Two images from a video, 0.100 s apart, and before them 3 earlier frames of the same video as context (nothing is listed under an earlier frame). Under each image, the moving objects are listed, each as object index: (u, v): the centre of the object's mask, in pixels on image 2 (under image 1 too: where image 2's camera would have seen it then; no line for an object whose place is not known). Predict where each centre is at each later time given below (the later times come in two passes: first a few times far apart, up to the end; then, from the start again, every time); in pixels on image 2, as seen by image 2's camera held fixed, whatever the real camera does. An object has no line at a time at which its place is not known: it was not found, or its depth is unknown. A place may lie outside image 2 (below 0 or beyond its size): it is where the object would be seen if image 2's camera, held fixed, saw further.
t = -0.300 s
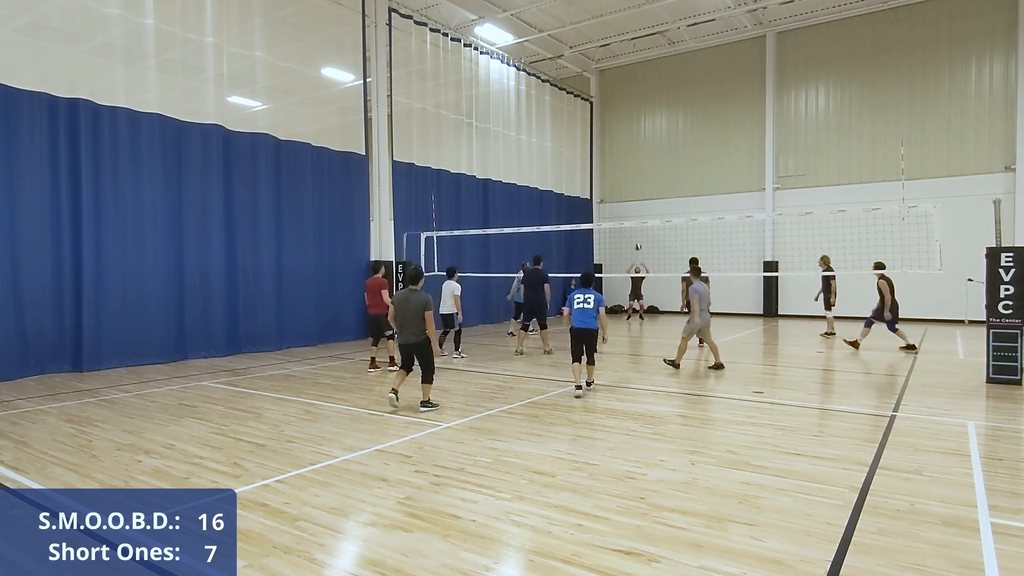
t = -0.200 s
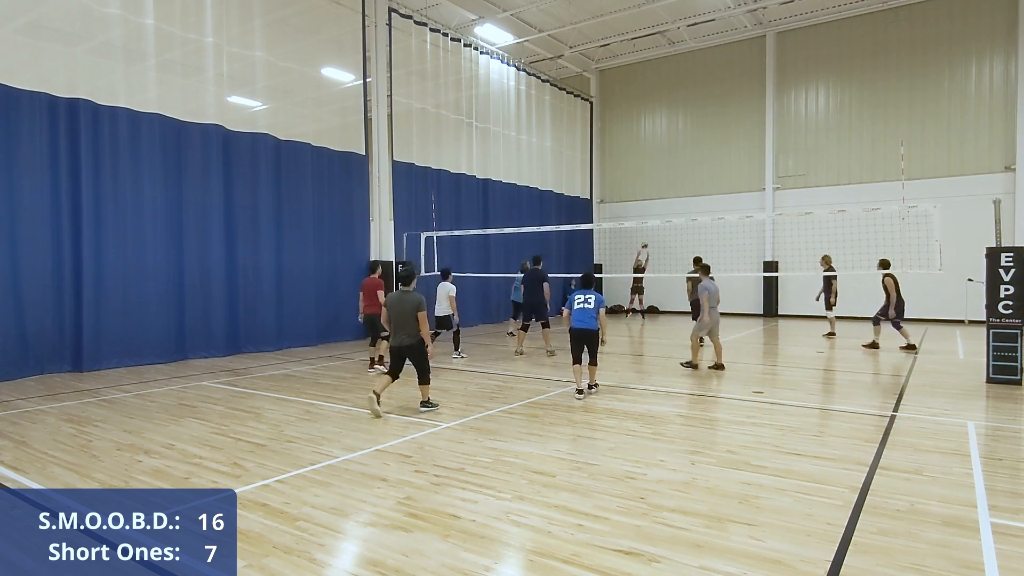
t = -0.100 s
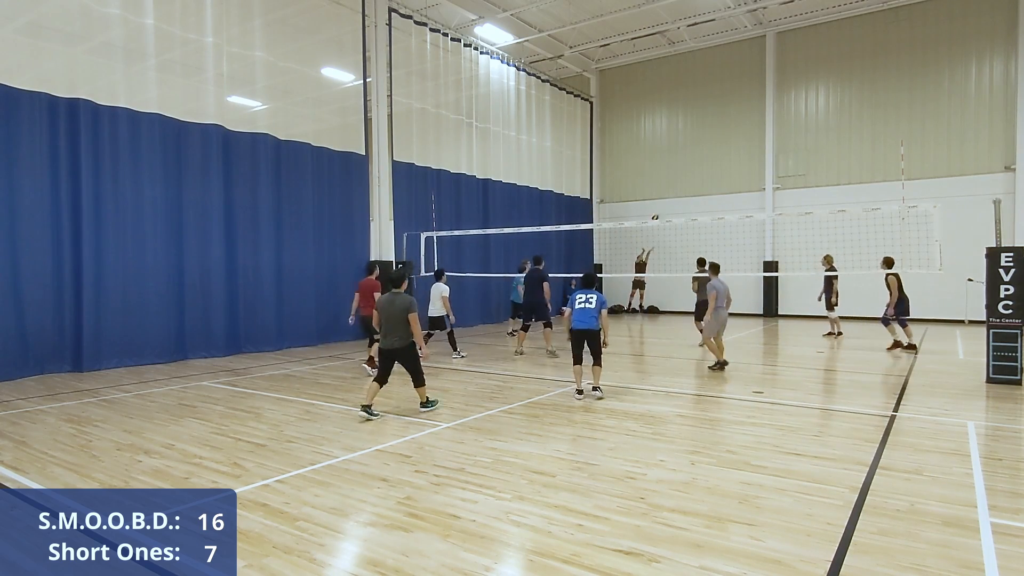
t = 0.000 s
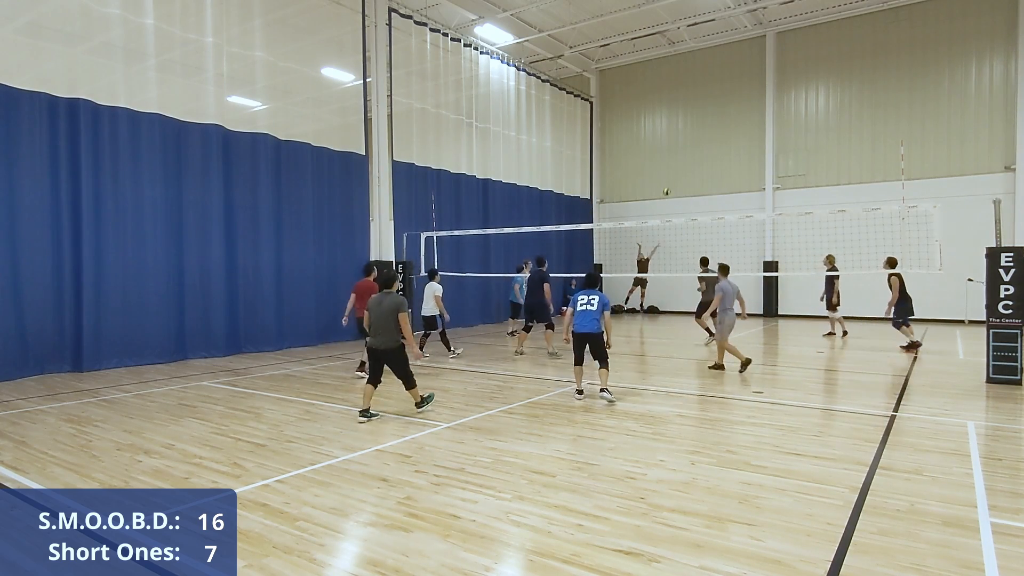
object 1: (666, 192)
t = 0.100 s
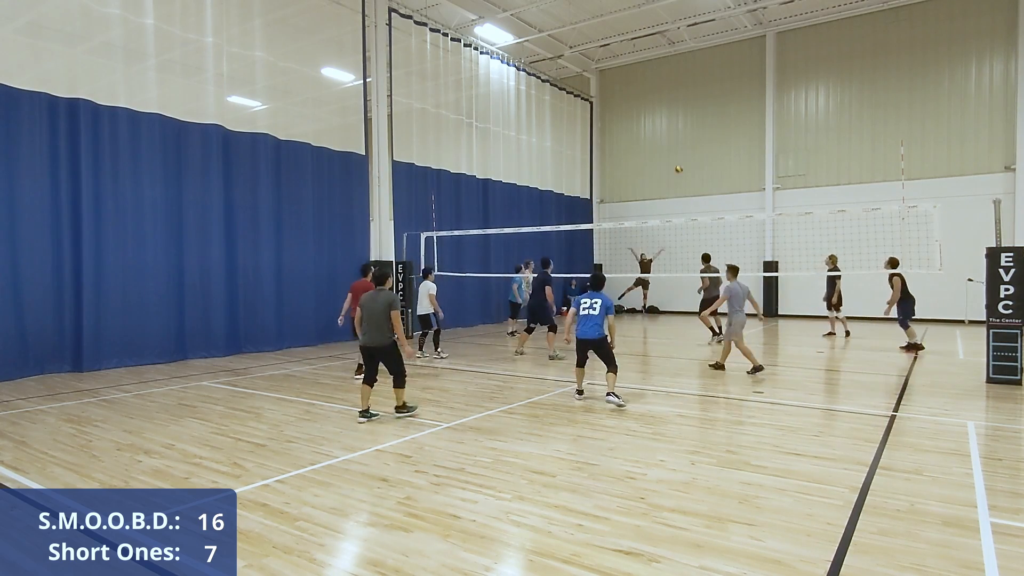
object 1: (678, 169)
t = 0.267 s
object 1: (701, 137)
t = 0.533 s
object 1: (741, 105)
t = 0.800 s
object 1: (788, 102)
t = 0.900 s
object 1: (807, 110)
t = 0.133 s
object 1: (682, 162)
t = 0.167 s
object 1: (687, 155)
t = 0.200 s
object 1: (692, 149)
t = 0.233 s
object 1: (696, 143)
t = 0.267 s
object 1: (701, 137)
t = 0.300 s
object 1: (706, 132)
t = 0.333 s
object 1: (710, 127)
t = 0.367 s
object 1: (715, 122)
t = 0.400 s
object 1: (720, 118)
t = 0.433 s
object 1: (725, 113)
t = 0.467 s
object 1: (730, 110)
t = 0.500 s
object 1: (736, 108)
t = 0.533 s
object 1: (741, 105)
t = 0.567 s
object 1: (746, 103)
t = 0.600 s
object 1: (752, 101)
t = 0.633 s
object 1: (758, 100)
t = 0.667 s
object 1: (763, 99)
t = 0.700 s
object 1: (769, 99)
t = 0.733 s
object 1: (775, 99)
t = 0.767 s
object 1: (781, 100)
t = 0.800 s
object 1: (788, 102)
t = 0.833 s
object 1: (794, 104)
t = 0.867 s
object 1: (801, 107)
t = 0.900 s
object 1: (807, 110)
